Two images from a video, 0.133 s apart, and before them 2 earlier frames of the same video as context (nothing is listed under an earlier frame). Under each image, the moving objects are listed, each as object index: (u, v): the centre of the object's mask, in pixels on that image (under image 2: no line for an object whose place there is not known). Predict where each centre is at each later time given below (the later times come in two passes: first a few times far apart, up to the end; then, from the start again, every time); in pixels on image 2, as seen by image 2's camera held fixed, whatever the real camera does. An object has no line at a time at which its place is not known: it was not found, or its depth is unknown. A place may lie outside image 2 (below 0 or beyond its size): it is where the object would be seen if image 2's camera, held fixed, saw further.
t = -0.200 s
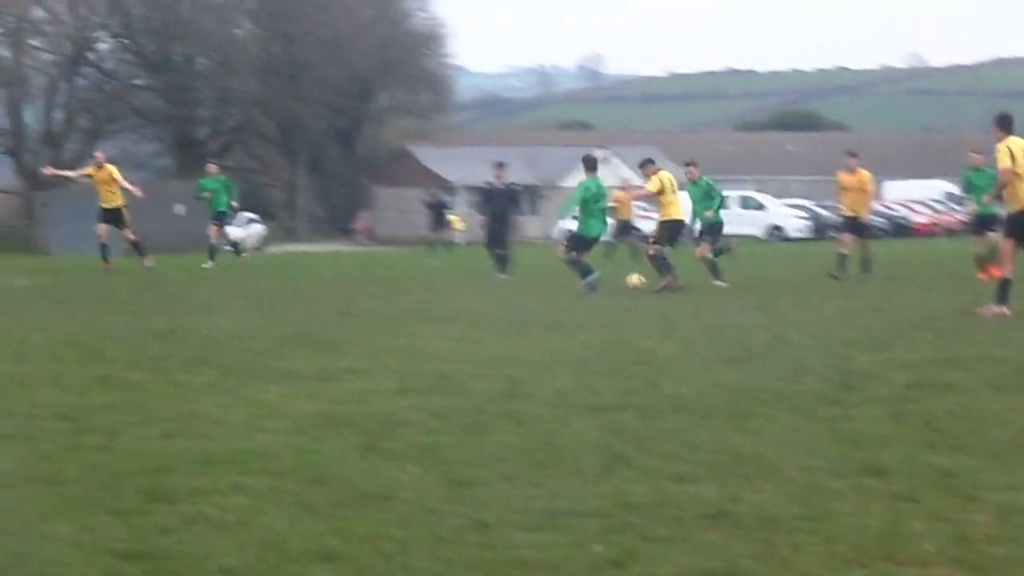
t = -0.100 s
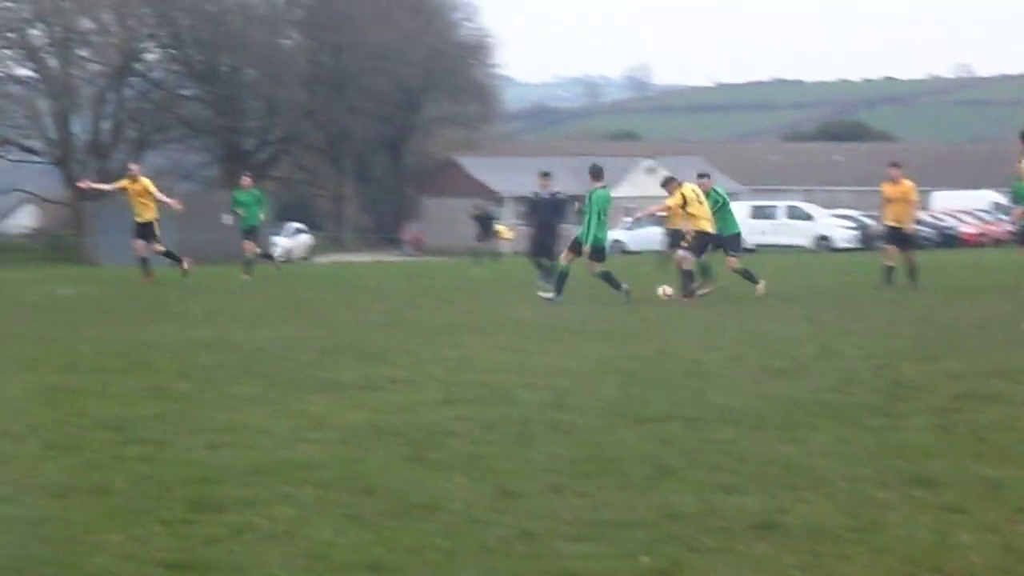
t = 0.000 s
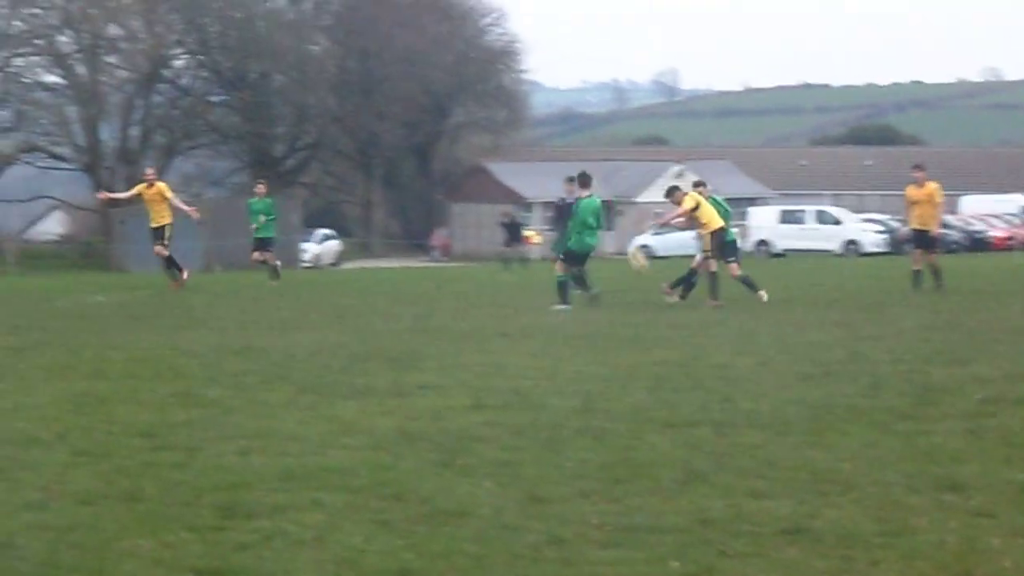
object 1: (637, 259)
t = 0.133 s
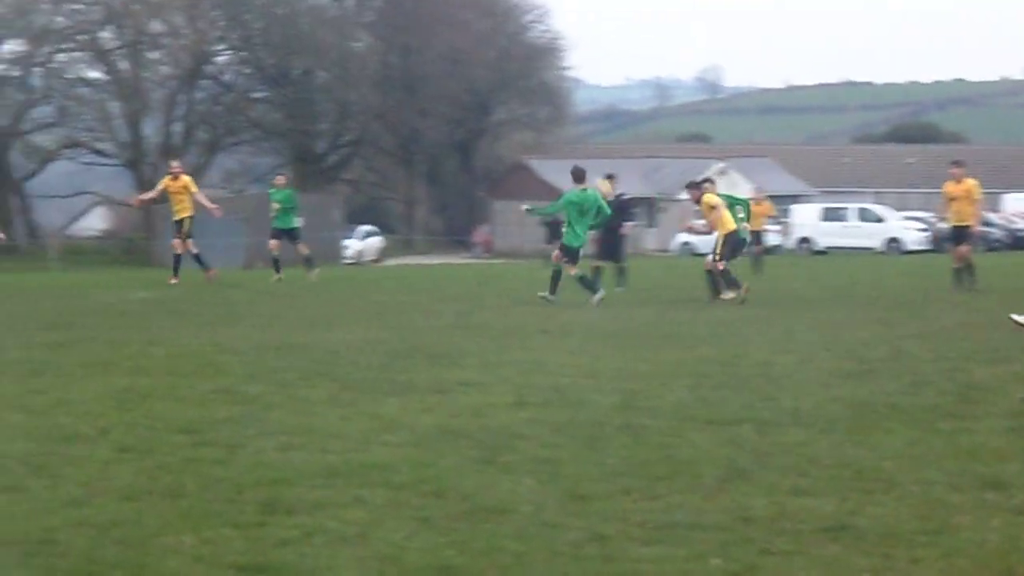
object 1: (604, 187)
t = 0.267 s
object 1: (534, 135)
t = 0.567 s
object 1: (392, 73)
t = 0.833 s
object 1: (282, 68)
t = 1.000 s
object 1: (221, 87)
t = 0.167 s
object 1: (585, 173)
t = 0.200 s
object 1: (567, 159)
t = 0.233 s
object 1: (550, 148)
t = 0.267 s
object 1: (534, 135)
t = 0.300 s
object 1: (516, 125)
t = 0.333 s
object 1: (500, 116)
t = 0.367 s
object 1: (484, 107)
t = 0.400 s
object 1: (468, 99)
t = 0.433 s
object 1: (452, 92)
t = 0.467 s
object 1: (437, 86)
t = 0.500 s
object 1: (422, 81)
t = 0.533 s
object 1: (408, 77)
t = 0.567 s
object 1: (392, 73)
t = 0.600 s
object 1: (377, 70)
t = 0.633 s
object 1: (364, 68)
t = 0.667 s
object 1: (349, 66)
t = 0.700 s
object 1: (335, 65)
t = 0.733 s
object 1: (321, 64)
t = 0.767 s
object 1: (308, 65)
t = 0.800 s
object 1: (295, 66)
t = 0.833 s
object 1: (282, 68)
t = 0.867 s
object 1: (269, 71)
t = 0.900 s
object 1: (256, 73)
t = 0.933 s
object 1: (244, 78)
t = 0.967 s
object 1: (232, 82)
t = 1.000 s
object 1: (221, 87)
